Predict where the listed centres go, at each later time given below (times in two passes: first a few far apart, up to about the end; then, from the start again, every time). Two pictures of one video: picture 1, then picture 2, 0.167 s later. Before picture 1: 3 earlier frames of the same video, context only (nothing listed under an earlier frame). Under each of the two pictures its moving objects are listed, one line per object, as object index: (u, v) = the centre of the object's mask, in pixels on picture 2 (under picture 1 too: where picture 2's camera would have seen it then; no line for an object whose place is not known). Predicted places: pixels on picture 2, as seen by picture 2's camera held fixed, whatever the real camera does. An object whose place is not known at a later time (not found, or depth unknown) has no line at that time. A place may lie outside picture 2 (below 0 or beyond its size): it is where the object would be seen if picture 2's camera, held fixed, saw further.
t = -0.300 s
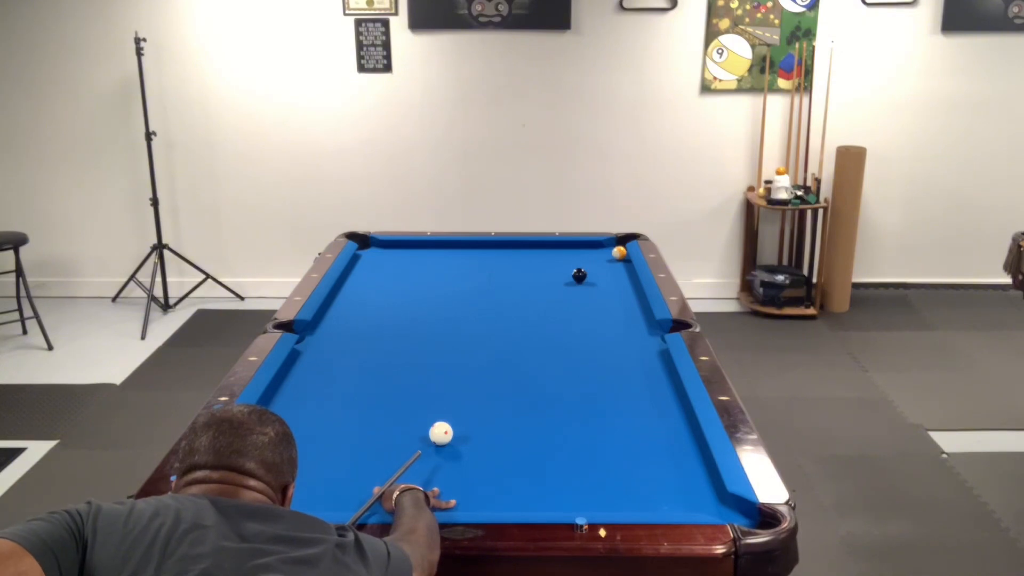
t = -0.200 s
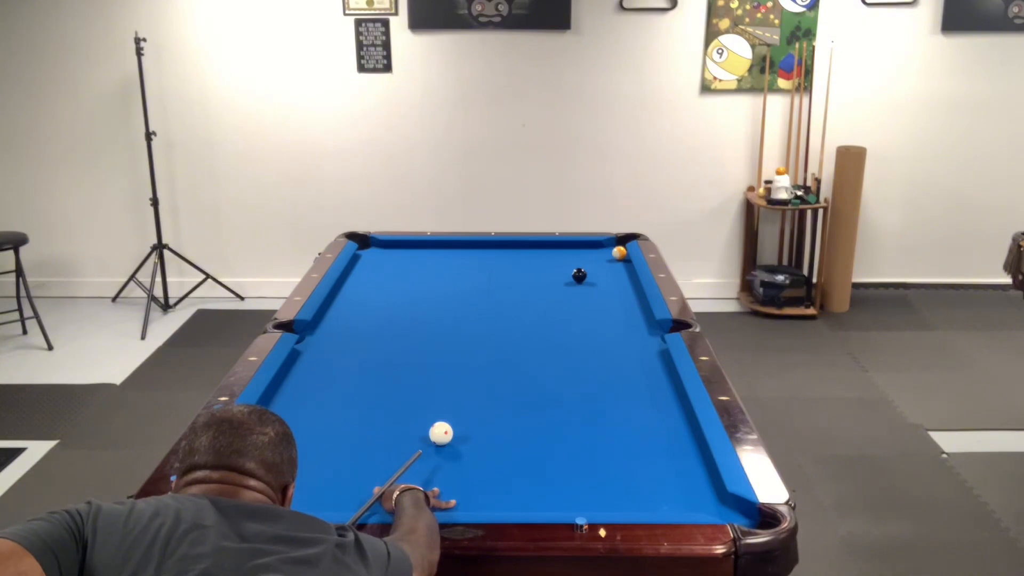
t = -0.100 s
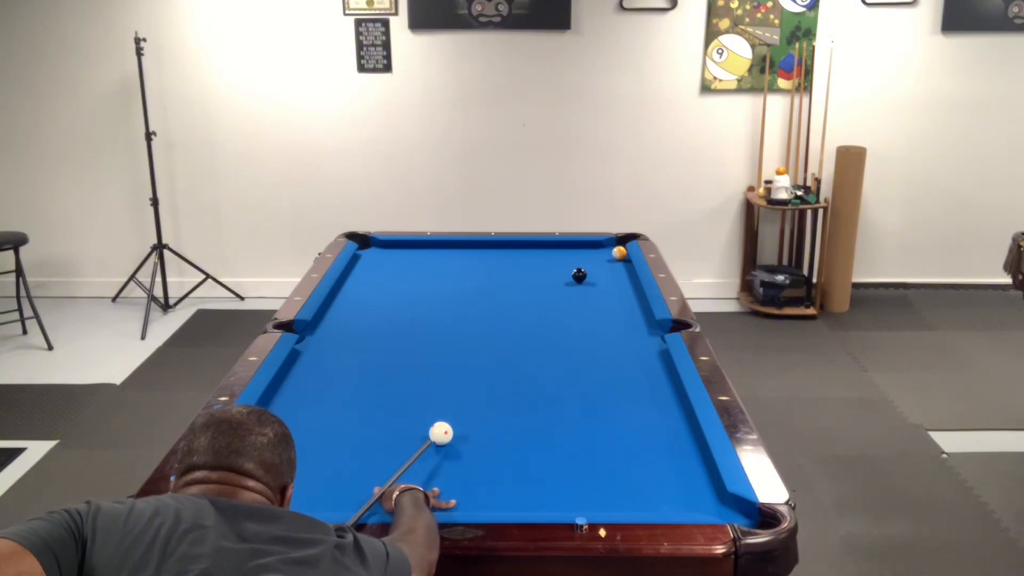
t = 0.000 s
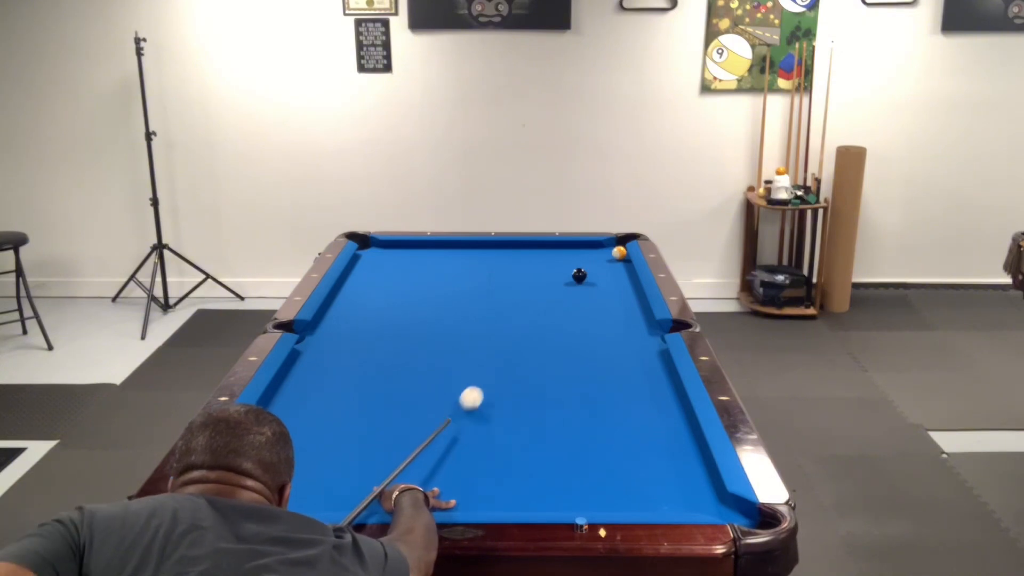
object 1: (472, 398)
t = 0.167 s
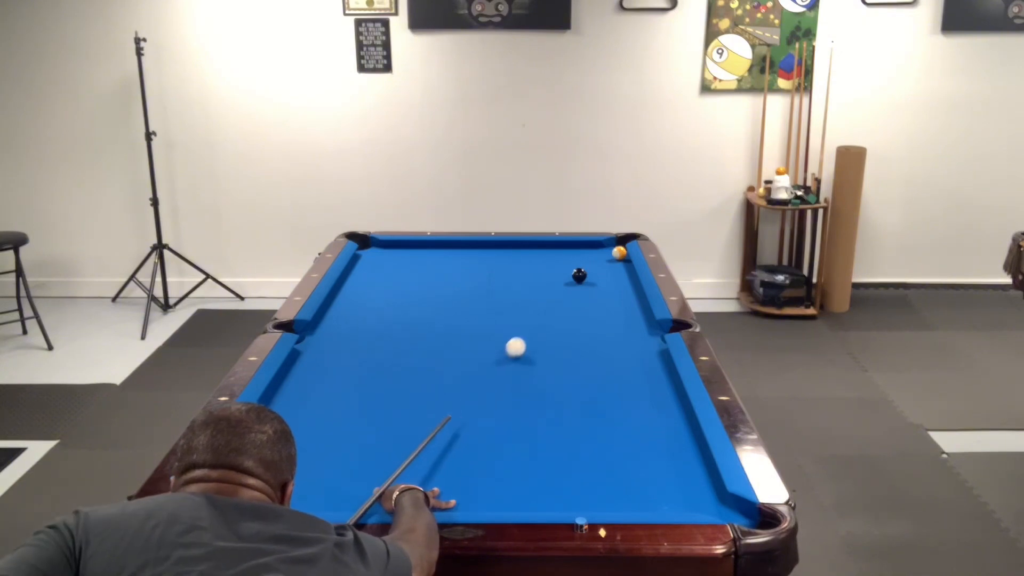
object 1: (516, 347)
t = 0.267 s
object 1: (536, 324)
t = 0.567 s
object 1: (573, 278)
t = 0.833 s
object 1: (573, 269)
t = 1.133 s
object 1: (575, 258)
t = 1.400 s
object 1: (577, 249)
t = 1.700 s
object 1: (579, 246)
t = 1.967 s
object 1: (580, 250)
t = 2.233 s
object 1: (580, 254)
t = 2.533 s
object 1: (581, 258)
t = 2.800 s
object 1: (582, 261)
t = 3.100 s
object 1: (582, 264)
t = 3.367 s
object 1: (583, 265)
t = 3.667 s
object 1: (583, 267)
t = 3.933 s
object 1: (584, 268)
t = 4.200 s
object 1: (583, 268)
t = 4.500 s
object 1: (583, 268)
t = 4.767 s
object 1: (583, 268)
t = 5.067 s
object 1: (583, 268)
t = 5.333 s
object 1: (583, 268)
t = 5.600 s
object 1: (583, 268)
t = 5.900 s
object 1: (583, 268)
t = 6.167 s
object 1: (583, 268)
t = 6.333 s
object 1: (583, 268)
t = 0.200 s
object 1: (523, 339)
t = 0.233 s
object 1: (529, 332)
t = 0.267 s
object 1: (536, 324)
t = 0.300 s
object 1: (542, 317)
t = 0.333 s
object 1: (547, 310)
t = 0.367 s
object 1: (553, 304)
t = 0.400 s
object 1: (558, 298)
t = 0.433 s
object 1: (563, 292)
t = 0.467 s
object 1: (568, 286)
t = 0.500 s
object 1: (573, 281)
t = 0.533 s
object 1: (574, 279)
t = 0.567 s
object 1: (573, 278)
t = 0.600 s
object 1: (572, 278)
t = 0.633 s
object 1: (572, 277)
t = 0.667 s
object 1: (572, 276)
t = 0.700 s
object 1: (572, 275)
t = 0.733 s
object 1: (572, 273)
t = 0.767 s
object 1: (572, 272)
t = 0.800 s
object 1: (572, 271)
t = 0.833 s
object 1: (573, 269)
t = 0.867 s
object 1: (573, 268)
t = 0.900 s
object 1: (573, 267)
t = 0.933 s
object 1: (574, 265)
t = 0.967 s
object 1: (574, 264)
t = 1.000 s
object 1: (574, 263)
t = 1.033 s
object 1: (574, 262)
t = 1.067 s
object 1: (575, 260)
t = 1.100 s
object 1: (575, 259)
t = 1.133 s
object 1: (575, 258)
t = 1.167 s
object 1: (575, 257)
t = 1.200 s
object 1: (576, 256)
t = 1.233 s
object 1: (576, 254)
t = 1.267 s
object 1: (576, 253)
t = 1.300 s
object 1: (576, 252)
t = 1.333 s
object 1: (577, 251)
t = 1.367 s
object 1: (577, 250)
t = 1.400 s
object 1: (577, 249)
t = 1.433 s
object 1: (577, 248)
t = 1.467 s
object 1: (578, 247)
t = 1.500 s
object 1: (578, 246)
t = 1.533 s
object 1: (578, 245)
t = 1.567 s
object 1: (578, 244)
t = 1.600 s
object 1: (578, 244)
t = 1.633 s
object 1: (578, 244)
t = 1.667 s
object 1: (578, 245)
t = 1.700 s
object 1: (579, 246)
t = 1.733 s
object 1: (579, 246)
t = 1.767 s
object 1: (579, 247)
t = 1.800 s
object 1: (579, 247)
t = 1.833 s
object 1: (579, 248)
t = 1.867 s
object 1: (579, 248)
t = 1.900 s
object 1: (579, 249)
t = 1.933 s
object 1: (579, 249)
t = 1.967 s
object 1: (580, 250)
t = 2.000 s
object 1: (580, 250)
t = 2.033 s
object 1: (580, 251)
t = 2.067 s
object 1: (580, 251)
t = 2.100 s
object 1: (580, 252)
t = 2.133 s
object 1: (580, 252)
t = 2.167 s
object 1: (580, 253)
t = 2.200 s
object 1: (580, 253)
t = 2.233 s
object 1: (580, 254)
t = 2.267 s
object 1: (580, 254)
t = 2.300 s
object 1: (580, 255)
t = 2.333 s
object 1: (581, 255)
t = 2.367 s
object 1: (581, 255)
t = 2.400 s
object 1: (581, 256)
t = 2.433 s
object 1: (581, 256)
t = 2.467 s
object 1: (581, 257)
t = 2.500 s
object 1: (581, 257)
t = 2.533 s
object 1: (581, 258)
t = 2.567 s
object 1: (581, 258)
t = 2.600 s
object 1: (581, 258)
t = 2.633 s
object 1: (581, 259)
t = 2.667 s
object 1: (582, 259)
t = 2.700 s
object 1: (582, 260)
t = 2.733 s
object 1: (582, 260)
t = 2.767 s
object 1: (582, 260)
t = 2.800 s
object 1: (582, 261)
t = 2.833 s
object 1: (582, 261)
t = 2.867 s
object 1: (582, 261)
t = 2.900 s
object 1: (582, 262)
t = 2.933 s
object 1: (582, 262)
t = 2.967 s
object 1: (582, 262)
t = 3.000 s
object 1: (582, 263)
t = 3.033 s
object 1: (582, 263)
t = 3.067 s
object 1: (582, 263)
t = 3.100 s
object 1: (582, 264)
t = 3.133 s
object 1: (582, 264)
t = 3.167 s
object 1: (582, 264)
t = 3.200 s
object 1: (583, 264)
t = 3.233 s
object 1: (583, 265)
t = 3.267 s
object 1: (583, 265)
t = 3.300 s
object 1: (583, 265)
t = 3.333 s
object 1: (583, 265)
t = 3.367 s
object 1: (583, 265)
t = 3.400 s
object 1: (583, 266)
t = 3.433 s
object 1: (583, 266)
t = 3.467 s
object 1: (583, 266)
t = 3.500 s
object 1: (583, 266)
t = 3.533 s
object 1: (583, 266)
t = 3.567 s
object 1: (583, 267)
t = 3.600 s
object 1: (583, 267)
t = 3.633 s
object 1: (583, 267)
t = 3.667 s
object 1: (583, 267)
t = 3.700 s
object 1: (584, 267)
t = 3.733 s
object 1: (583, 267)
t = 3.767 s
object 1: (584, 267)
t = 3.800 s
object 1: (584, 267)
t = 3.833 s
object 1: (584, 267)
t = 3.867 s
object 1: (584, 268)
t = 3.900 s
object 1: (584, 268)
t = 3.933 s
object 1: (584, 268)
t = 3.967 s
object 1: (584, 268)
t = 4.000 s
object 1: (583, 268)
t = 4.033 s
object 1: (583, 268)
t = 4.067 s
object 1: (583, 268)
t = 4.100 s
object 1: (583, 268)
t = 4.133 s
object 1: (583, 268)
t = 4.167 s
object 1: (583, 268)
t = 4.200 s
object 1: (583, 268)
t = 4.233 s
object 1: (583, 268)
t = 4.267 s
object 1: (583, 268)
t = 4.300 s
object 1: (583, 268)
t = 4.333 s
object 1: (583, 268)
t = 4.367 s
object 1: (583, 268)
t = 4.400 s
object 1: (583, 268)
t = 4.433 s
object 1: (583, 268)
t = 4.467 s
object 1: (583, 268)
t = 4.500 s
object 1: (583, 268)
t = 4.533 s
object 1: (583, 268)
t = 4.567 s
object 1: (583, 268)
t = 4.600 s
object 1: (583, 268)
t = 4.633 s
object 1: (583, 268)
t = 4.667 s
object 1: (583, 268)
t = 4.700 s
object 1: (583, 268)
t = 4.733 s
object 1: (583, 268)
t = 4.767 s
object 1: (583, 268)
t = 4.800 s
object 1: (583, 268)
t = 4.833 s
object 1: (583, 268)
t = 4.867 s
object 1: (583, 268)
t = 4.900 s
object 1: (583, 268)
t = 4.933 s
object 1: (583, 268)
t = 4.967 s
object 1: (583, 268)
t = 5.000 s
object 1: (583, 268)
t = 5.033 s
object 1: (583, 268)
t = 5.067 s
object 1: (583, 268)
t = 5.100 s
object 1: (583, 268)
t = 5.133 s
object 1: (583, 268)
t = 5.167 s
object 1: (583, 268)
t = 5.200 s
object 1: (583, 268)
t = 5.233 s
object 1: (583, 268)
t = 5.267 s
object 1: (583, 268)
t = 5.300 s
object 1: (583, 268)
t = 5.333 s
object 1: (583, 268)
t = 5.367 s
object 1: (583, 268)
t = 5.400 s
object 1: (583, 268)
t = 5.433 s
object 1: (583, 268)
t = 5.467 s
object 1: (583, 268)
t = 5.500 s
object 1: (583, 268)
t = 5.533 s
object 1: (583, 268)
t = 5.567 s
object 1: (583, 268)
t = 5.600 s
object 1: (583, 268)
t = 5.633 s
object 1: (583, 268)
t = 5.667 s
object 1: (583, 268)
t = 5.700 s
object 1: (583, 268)
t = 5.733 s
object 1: (583, 268)
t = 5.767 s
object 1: (583, 268)
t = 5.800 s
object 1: (583, 268)
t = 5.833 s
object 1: (583, 268)
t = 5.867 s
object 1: (583, 268)
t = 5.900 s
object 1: (583, 268)
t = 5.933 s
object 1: (583, 268)
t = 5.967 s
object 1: (583, 268)
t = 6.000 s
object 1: (583, 268)
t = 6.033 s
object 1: (583, 268)
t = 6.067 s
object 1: (583, 268)
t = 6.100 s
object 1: (583, 268)
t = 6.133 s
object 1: (583, 268)
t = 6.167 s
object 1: (583, 268)
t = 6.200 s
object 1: (583, 268)
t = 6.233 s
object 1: (583, 268)
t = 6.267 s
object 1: (583, 268)
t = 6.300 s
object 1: (583, 268)
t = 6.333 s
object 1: (583, 268)
